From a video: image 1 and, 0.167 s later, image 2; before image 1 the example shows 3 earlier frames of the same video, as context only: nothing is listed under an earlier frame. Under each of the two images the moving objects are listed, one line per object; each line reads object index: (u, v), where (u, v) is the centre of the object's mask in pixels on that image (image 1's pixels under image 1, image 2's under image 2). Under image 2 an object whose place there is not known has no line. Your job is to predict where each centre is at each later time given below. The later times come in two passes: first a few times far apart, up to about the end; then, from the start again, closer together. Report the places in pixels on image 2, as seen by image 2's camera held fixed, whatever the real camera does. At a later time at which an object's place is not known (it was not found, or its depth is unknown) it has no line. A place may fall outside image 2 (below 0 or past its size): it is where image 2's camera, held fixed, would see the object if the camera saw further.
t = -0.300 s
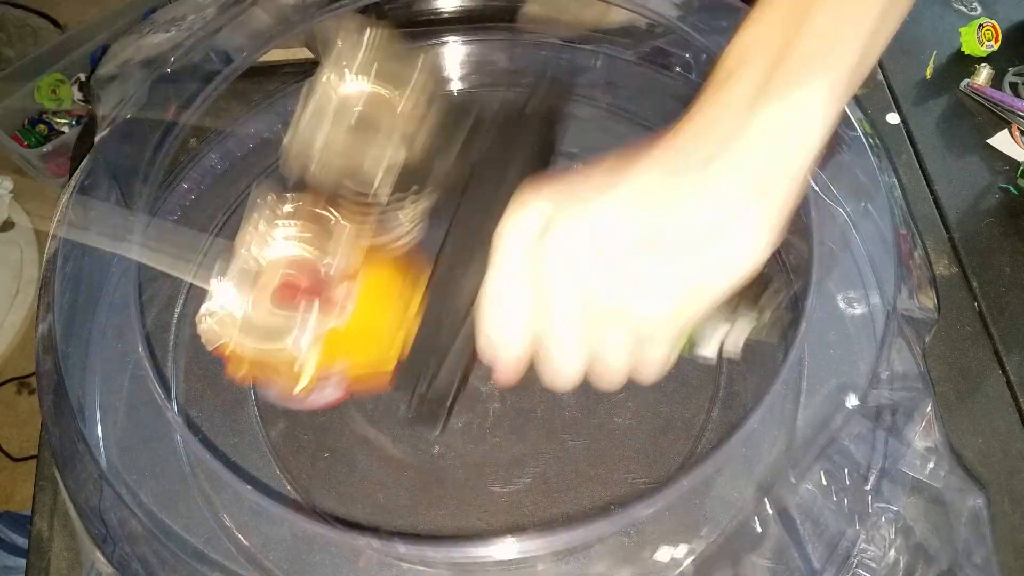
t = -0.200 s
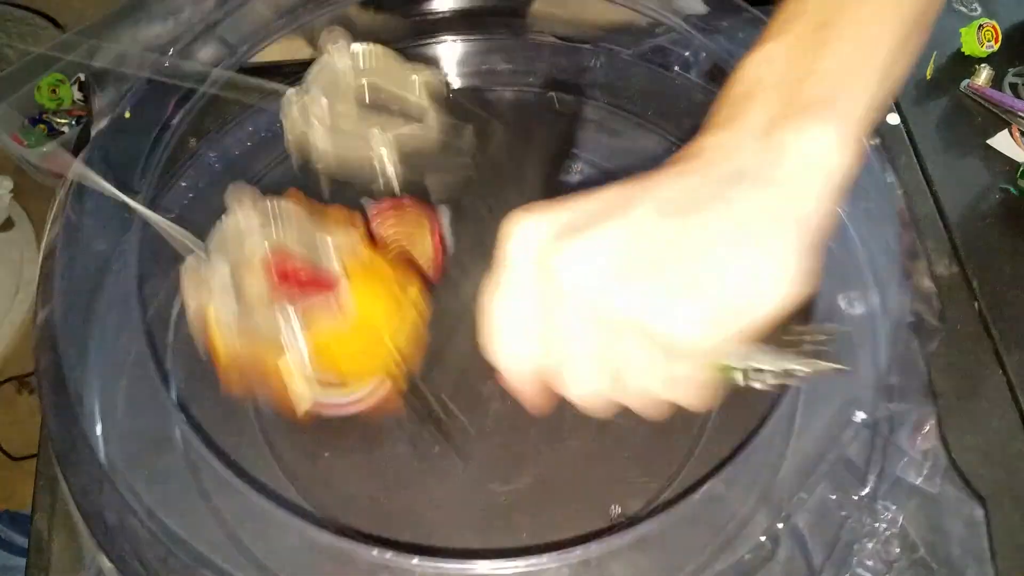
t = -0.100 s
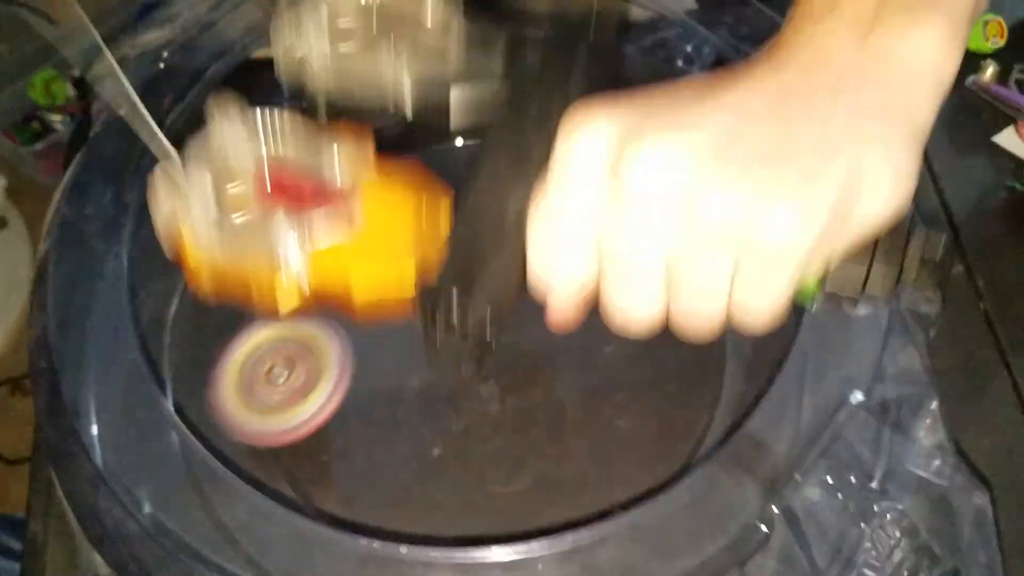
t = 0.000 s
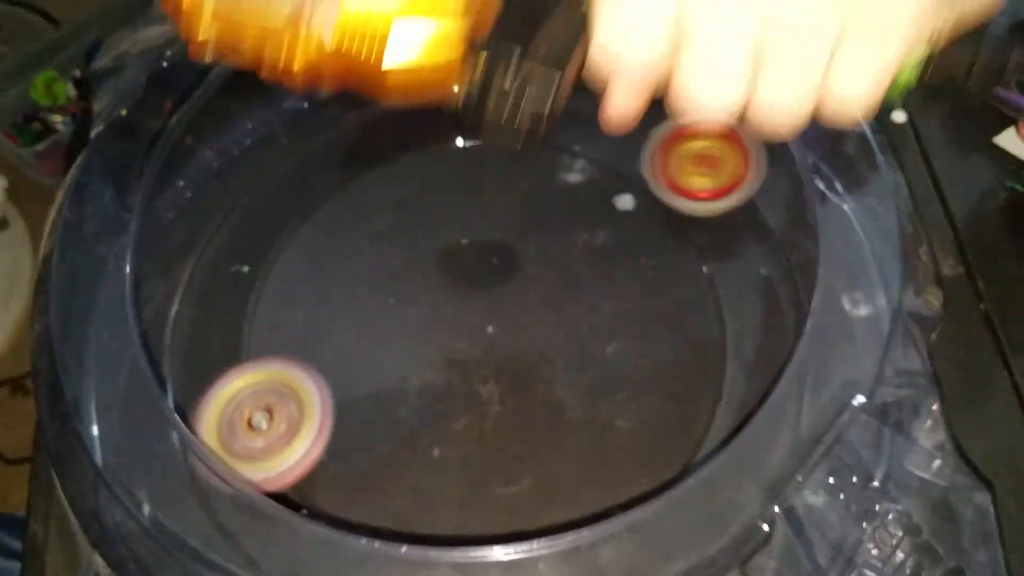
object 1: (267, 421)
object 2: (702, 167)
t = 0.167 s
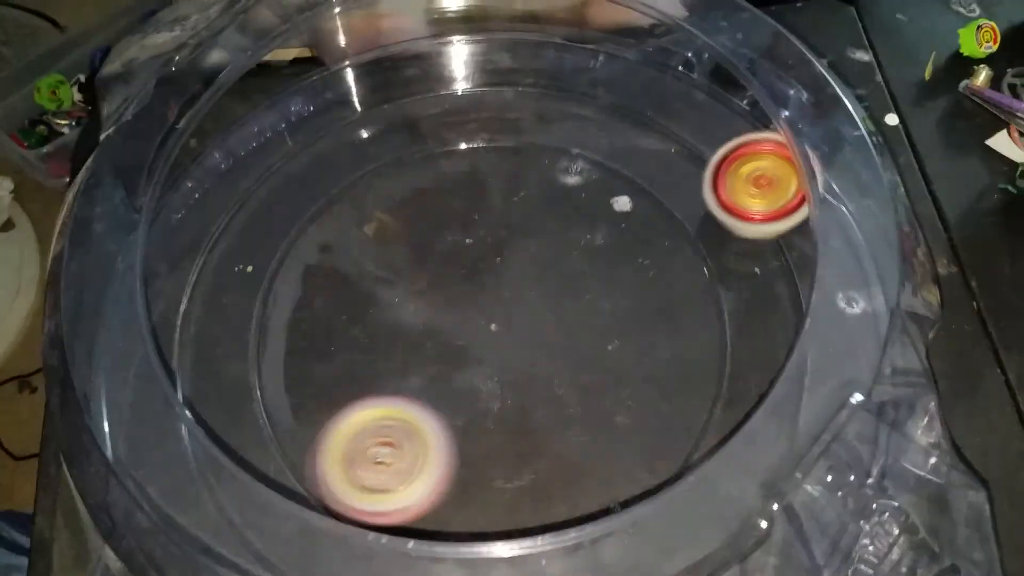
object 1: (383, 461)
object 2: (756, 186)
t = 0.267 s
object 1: (504, 443)
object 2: (717, 232)
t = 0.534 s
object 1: (478, 391)
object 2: (604, 197)
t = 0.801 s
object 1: (331, 393)
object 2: (451, 236)
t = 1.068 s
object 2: (500, 426)
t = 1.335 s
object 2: (697, 384)
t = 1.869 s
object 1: (416, 488)
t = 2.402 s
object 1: (446, 224)
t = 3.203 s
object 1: (480, 203)
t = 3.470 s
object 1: (326, 234)
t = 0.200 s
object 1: (422, 459)
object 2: (750, 202)
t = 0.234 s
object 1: (464, 454)
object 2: (734, 217)
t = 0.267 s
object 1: (504, 443)
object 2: (717, 232)
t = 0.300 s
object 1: (542, 427)
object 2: (697, 250)
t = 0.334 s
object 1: (575, 405)
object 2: (671, 271)
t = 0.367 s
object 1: (589, 392)
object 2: (647, 282)
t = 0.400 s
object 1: (571, 402)
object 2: (650, 262)
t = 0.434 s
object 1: (549, 407)
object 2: (647, 241)
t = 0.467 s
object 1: (525, 406)
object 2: (638, 222)
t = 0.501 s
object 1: (500, 401)
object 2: (624, 207)
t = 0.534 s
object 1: (478, 391)
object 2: (604, 197)
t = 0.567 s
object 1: (460, 378)
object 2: (580, 192)
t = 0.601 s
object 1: (448, 366)
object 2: (558, 192)
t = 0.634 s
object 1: (437, 352)
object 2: (530, 198)
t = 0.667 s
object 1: (427, 339)
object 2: (499, 211)
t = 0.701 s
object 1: (416, 333)
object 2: (471, 226)
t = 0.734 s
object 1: (384, 350)
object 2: (461, 226)
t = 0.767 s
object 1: (354, 372)
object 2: (456, 228)
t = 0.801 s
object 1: (331, 393)
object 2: (451, 236)
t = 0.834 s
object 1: (309, 418)
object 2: (447, 250)
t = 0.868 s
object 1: (300, 436)
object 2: (443, 270)
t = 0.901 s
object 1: (285, 471)
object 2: (441, 294)
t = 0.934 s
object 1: (279, 499)
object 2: (442, 322)
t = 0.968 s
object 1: (278, 516)
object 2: (448, 350)
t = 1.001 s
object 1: (278, 531)
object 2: (460, 378)
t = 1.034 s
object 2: (478, 404)
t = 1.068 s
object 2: (500, 426)
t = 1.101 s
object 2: (526, 442)
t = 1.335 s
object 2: (697, 384)
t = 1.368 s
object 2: (704, 355)
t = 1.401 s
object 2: (706, 325)
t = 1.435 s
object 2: (702, 293)
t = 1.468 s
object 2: (692, 262)
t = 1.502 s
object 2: (677, 233)
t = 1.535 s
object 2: (657, 207)
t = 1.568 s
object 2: (632, 185)
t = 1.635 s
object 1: (479, 531)
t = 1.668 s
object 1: (467, 529)
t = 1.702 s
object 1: (458, 517)
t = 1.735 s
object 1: (444, 527)
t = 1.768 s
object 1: (433, 524)
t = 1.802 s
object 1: (422, 518)
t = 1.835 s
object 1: (420, 500)
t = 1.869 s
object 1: (416, 488)
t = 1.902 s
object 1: (415, 472)
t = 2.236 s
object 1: (471, 225)
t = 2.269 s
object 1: (470, 216)
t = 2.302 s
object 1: (468, 212)
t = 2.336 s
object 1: (463, 212)
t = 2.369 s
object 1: (455, 216)
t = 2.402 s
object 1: (446, 224)
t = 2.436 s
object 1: (436, 235)
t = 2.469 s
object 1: (424, 249)
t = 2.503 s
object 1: (413, 267)
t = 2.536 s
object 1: (404, 288)
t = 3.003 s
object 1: (562, 299)
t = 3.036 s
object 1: (558, 277)
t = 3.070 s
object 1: (550, 254)
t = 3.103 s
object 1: (536, 235)
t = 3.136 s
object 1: (520, 220)
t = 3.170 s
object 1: (500, 209)
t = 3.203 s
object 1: (480, 203)
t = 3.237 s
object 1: (458, 204)
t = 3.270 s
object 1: (439, 210)
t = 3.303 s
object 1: (417, 214)
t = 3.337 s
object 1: (390, 210)
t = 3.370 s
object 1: (368, 210)
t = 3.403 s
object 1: (349, 214)
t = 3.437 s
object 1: (336, 222)
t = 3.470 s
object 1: (326, 234)
